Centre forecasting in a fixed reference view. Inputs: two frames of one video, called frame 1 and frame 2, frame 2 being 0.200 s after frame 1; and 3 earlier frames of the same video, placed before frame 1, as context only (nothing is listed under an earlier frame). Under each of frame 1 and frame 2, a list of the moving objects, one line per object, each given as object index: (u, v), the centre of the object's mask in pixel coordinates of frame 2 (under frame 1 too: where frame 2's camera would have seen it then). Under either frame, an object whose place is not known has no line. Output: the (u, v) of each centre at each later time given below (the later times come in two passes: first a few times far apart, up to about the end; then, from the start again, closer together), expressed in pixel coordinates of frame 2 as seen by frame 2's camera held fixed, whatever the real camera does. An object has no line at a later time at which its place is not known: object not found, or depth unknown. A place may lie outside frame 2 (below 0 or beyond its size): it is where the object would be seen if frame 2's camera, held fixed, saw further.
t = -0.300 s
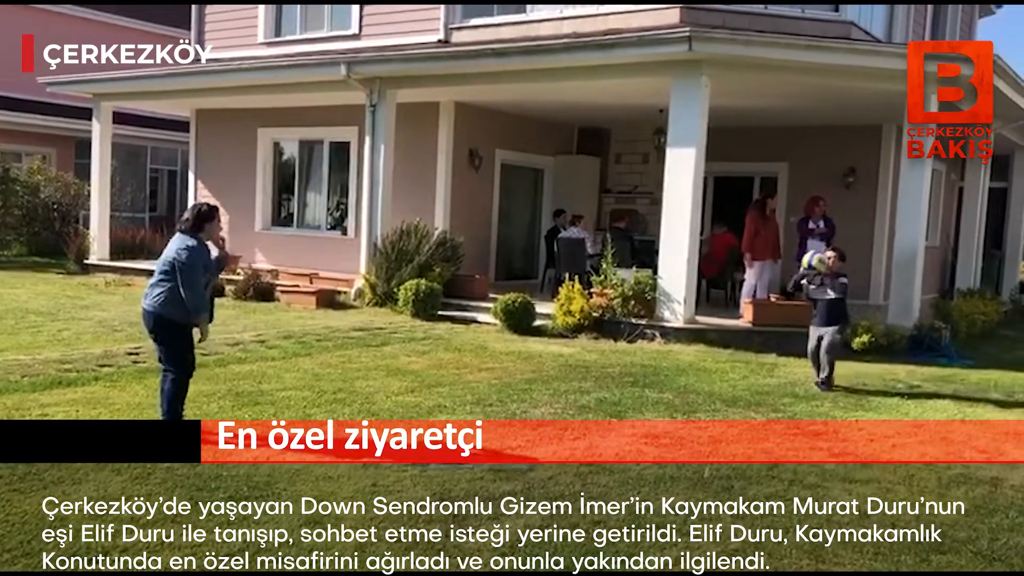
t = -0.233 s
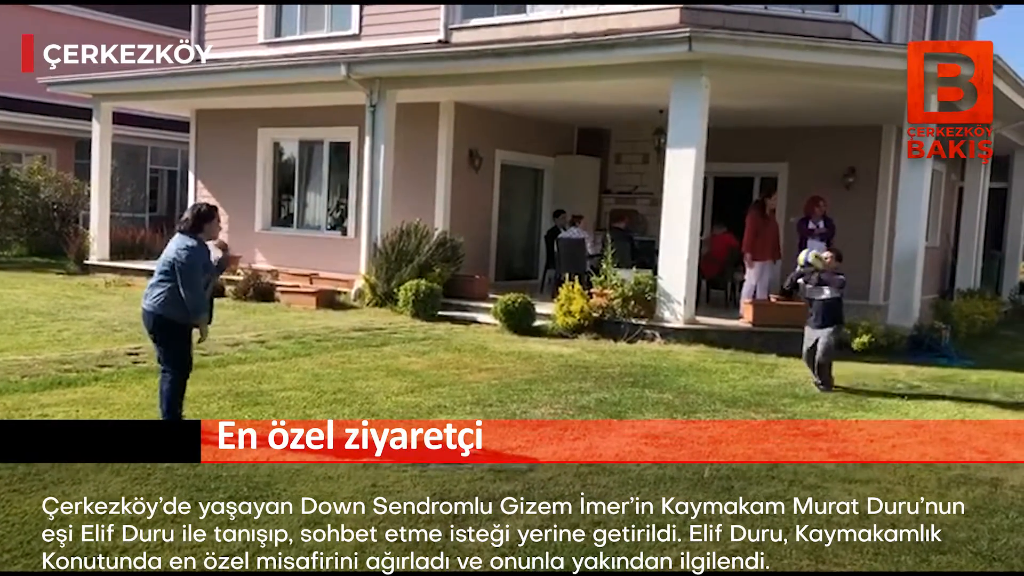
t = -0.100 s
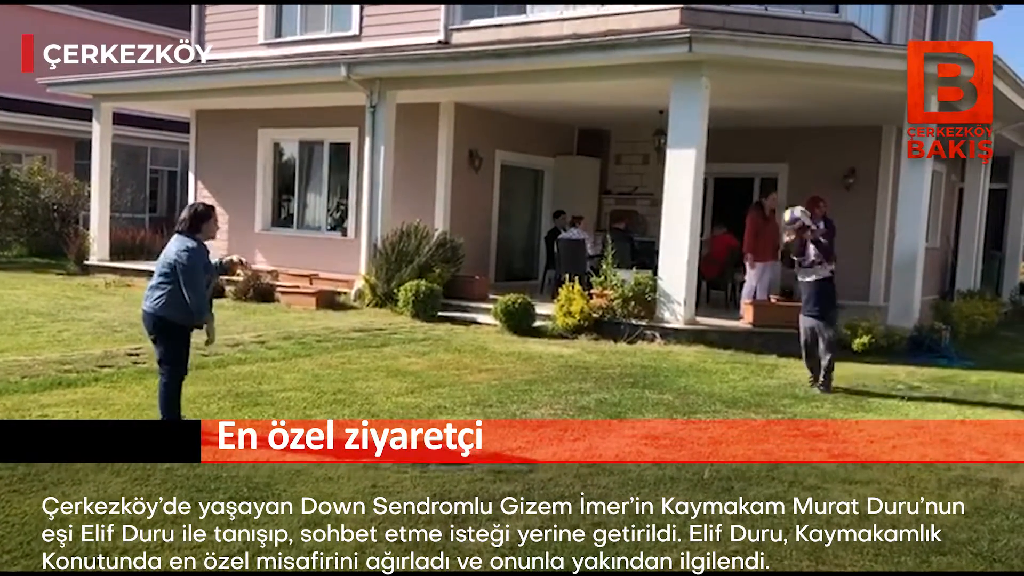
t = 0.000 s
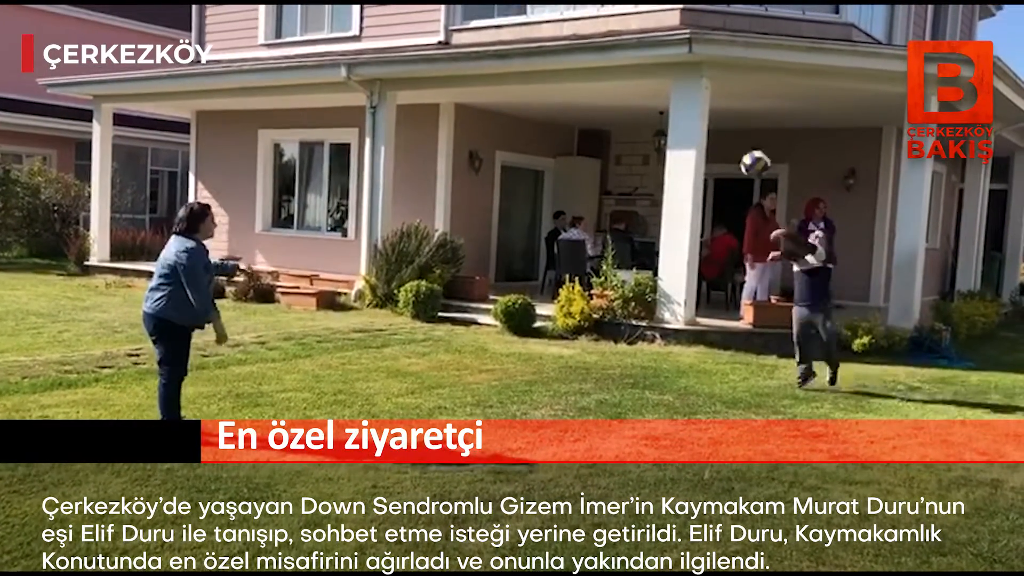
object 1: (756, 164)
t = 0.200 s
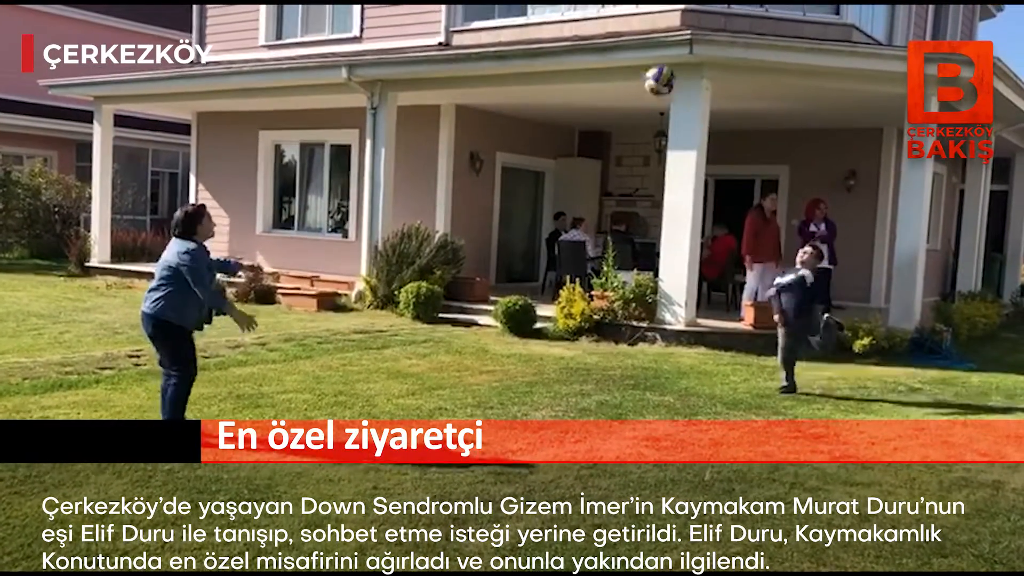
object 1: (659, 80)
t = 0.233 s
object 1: (641, 70)
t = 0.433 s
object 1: (522, 41)
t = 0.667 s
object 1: (348, 84)
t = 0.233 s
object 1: (641, 70)
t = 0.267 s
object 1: (623, 59)
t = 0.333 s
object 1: (584, 49)
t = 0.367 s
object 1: (564, 44)
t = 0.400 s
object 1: (543, 41)
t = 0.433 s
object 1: (522, 41)
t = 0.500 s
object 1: (474, 43)
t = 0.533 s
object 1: (450, 48)
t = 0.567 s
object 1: (426, 54)
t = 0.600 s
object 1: (400, 62)
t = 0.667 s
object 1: (348, 84)
